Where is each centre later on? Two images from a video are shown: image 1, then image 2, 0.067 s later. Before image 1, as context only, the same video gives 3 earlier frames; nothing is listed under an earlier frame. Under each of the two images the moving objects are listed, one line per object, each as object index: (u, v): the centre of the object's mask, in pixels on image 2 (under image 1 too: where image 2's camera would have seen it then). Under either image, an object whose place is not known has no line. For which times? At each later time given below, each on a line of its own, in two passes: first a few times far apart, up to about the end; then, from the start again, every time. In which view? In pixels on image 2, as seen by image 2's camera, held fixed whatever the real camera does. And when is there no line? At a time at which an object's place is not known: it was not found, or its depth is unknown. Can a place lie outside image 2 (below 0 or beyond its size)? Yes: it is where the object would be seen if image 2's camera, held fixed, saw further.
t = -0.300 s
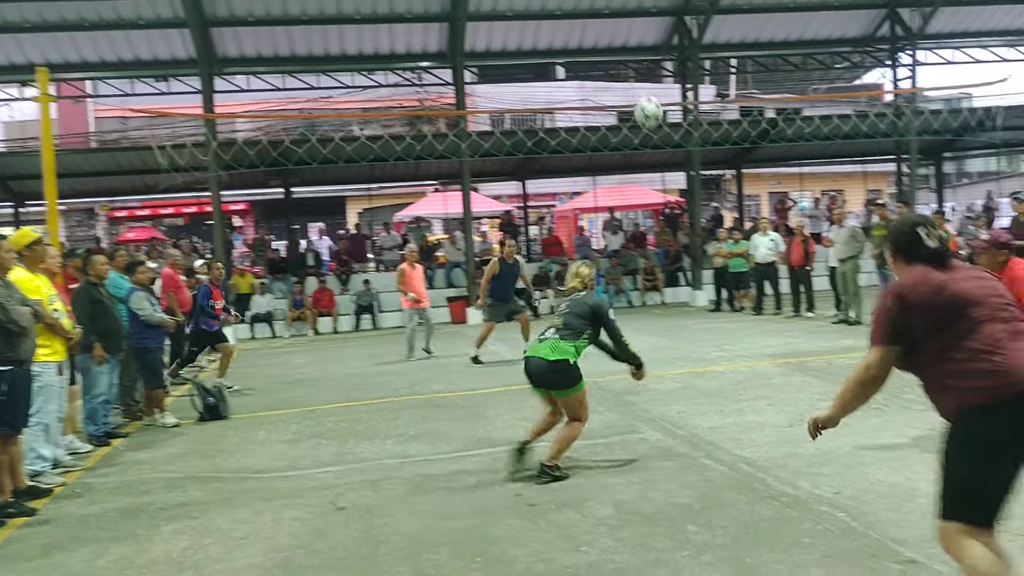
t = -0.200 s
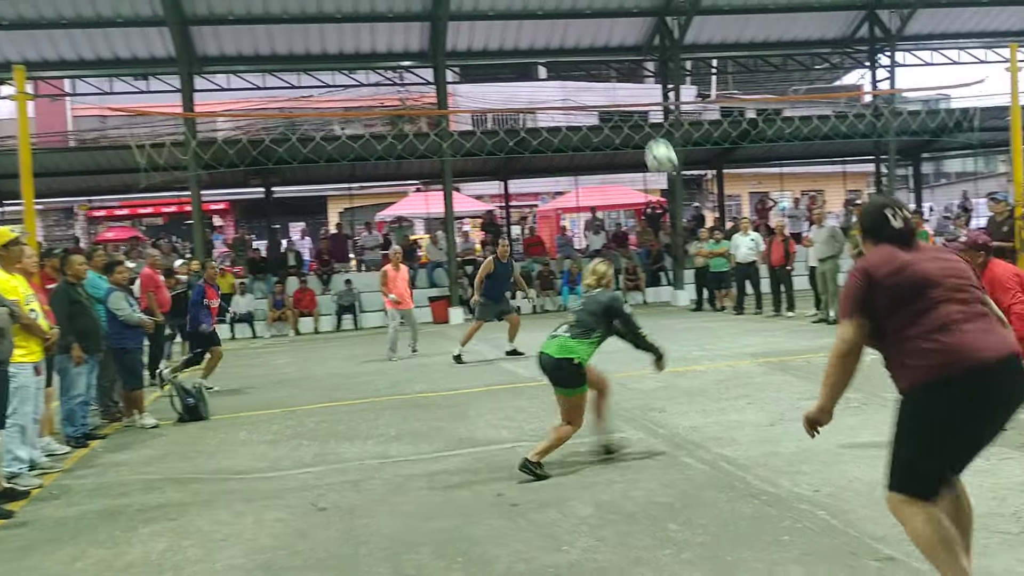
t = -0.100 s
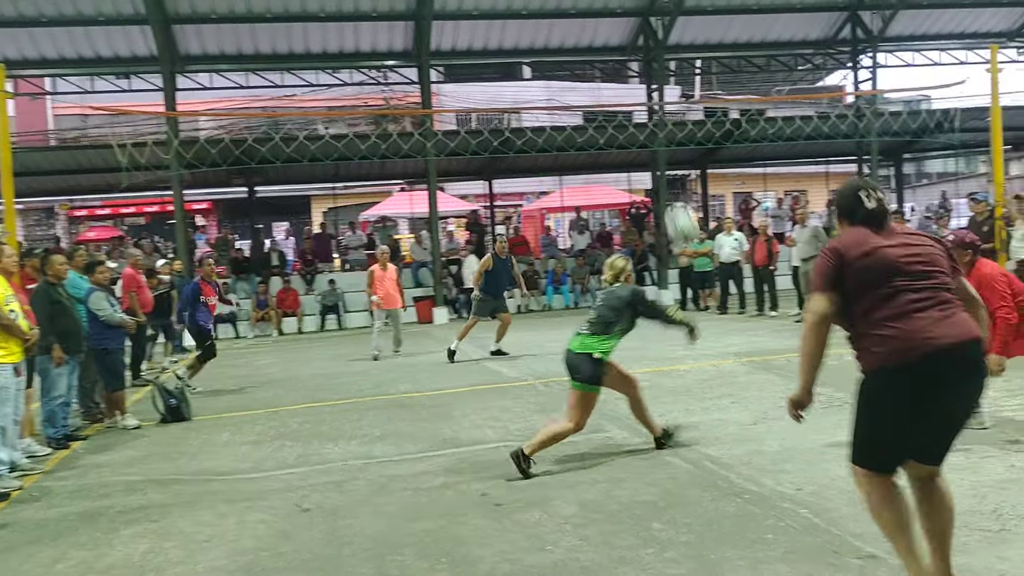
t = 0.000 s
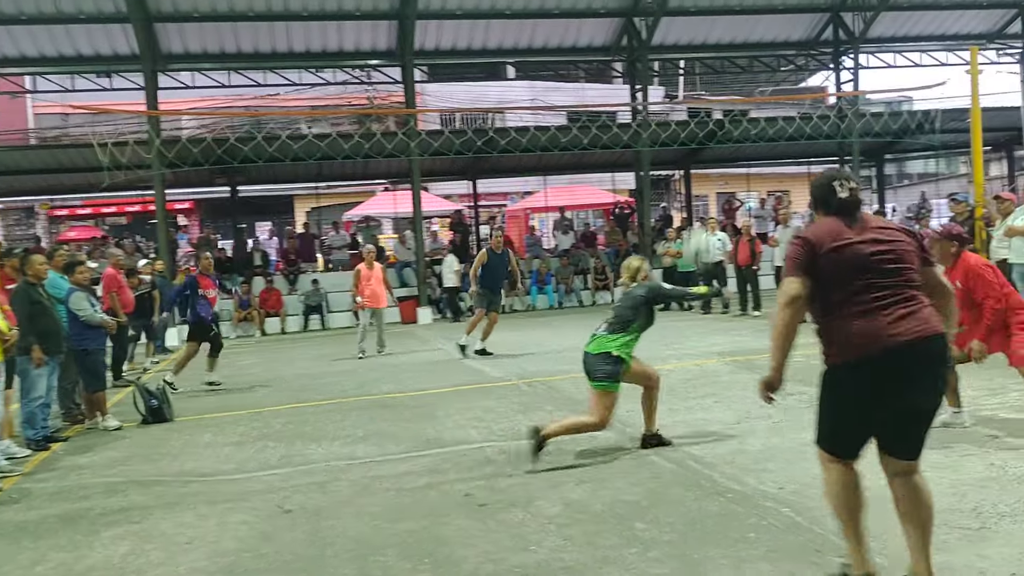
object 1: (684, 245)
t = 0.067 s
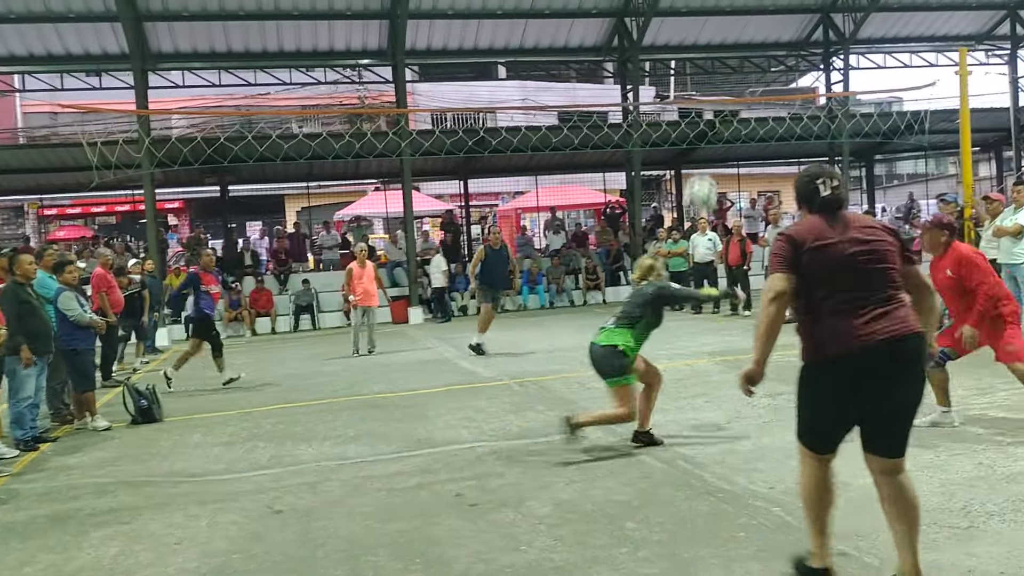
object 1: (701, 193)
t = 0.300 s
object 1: (736, 62)
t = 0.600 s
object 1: (788, 13)
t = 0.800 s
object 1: (822, 47)
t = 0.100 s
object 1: (705, 170)
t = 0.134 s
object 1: (710, 149)
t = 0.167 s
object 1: (715, 130)
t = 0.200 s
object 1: (720, 112)
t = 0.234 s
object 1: (726, 93)
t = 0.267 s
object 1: (731, 78)
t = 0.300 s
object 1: (736, 62)
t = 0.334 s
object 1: (742, 52)
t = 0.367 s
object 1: (748, 41)
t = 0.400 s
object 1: (753, 33)
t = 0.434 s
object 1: (759, 24)
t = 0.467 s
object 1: (765, 18)
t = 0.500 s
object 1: (770, 15)
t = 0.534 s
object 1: (777, 11)
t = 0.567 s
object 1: (781, 12)
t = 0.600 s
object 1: (788, 13)
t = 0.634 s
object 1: (794, 15)
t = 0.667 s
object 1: (799, 19)
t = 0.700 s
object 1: (805, 25)
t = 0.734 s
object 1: (812, 31)
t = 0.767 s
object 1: (817, 39)
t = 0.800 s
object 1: (822, 47)
